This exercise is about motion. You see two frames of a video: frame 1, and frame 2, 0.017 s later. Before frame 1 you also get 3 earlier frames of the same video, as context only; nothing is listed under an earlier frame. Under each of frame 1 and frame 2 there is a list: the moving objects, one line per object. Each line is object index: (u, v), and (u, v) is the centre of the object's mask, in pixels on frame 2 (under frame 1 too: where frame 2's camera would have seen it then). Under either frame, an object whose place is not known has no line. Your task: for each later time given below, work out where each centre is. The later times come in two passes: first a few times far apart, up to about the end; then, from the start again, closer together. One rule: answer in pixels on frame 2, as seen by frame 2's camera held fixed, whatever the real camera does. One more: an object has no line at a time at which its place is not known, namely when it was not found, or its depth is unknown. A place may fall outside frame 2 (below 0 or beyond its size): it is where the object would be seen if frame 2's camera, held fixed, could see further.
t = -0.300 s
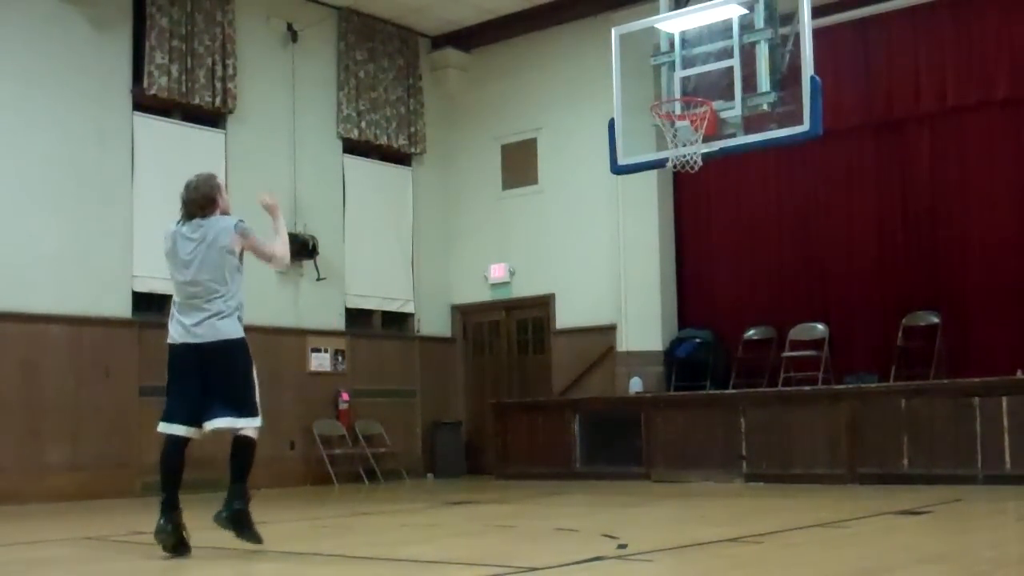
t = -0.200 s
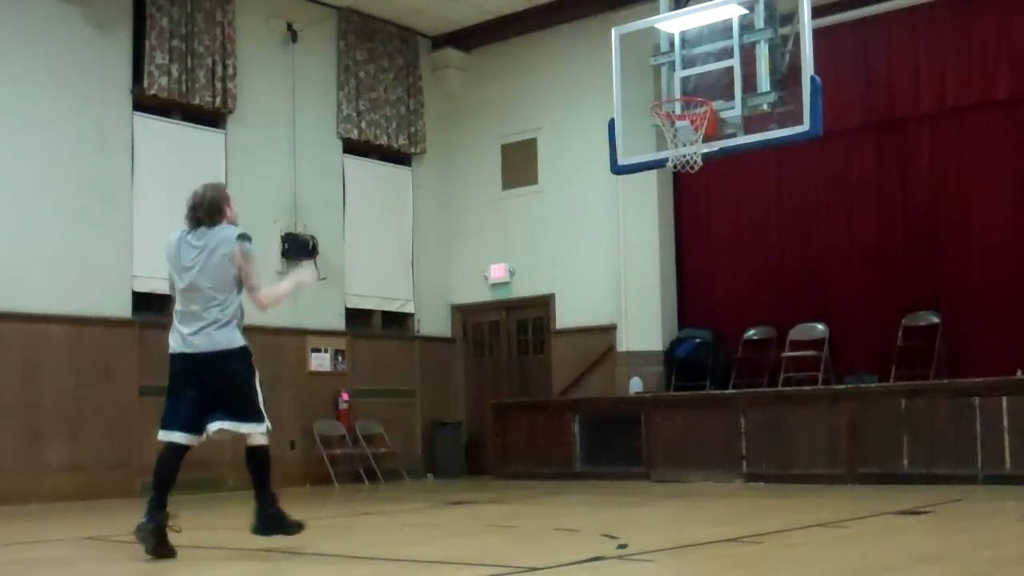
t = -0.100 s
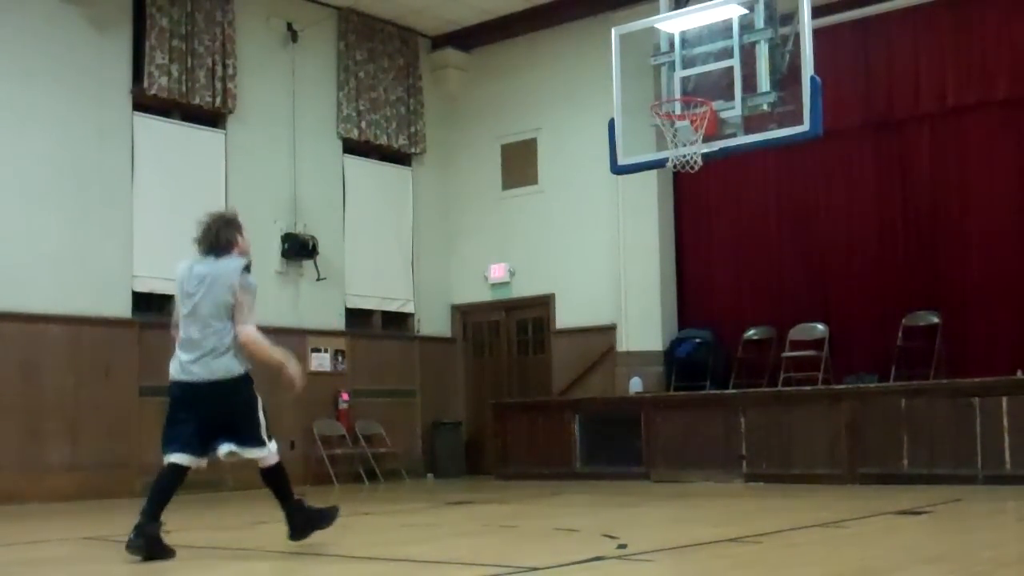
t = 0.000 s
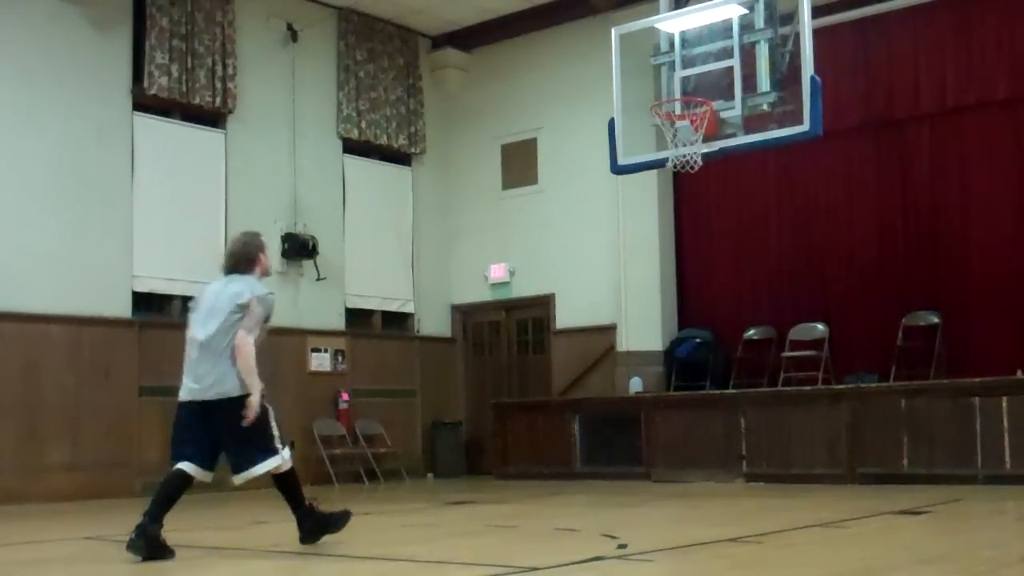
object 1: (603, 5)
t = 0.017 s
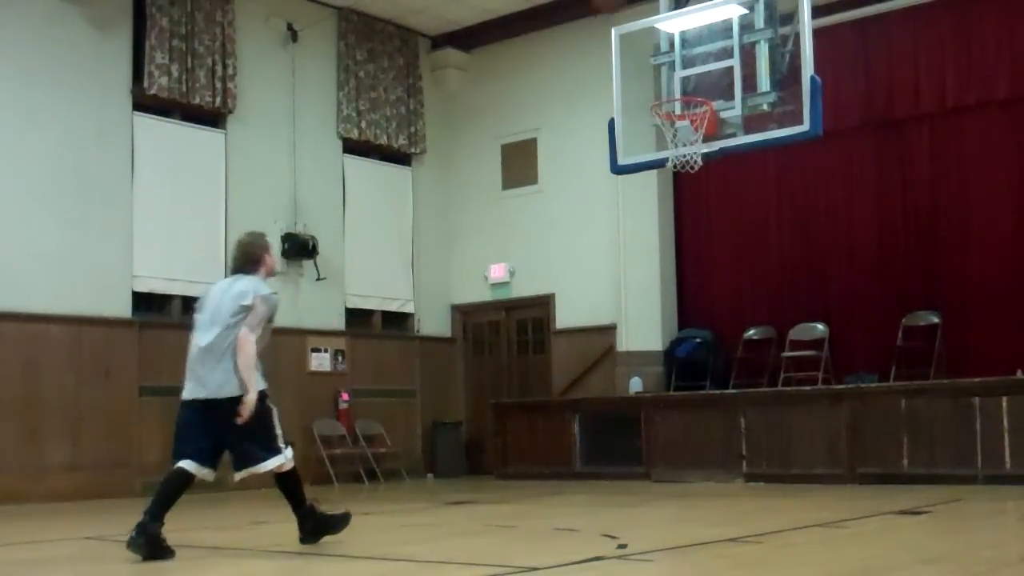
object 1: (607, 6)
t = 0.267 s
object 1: (690, 118)
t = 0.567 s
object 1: (675, 223)
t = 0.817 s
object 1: (642, 393)
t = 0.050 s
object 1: (620, 11)
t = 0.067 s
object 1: (625, 14)
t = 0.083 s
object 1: (631, 23)
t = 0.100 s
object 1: (638, 30)
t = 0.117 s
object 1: (644, 39)
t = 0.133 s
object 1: (648, 45)
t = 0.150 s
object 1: (653, 54)
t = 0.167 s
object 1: (659, 61)
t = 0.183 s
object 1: (664, 70)
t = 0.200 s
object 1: (670, 80)
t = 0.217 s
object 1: (675, 87)
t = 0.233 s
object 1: (677, 93)
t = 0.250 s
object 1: (685, 114)
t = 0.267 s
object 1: (690, 118)
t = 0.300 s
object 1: (696, 133)
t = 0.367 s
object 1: (702, 151)
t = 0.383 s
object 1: (699, 154)
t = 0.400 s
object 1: (697, 159)
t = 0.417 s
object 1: (694, 165)
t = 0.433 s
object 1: (692, 169)
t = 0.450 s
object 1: (690, 175)
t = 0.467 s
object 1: (688, 181)
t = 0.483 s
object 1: (686, 187)
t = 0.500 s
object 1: (685, 193)
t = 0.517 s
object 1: (682, 200)
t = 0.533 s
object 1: (680, 208)
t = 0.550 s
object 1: (678, 216)
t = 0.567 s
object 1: (675, 223)
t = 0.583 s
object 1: (673, 232)
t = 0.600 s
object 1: (671, 241)
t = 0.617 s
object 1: (669, 251)
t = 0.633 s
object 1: (666, 260)
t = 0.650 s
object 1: (664, 270)
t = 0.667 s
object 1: (662, 281)
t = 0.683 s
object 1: (660, 291)
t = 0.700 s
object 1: (658, 302)
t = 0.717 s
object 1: (656, 313)
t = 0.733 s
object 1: (654, 325)
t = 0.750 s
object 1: (651, 336)
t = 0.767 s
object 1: (650, 349)
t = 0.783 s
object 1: (648, 362)
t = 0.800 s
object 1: (647, 375)
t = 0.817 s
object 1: (642, 393)
